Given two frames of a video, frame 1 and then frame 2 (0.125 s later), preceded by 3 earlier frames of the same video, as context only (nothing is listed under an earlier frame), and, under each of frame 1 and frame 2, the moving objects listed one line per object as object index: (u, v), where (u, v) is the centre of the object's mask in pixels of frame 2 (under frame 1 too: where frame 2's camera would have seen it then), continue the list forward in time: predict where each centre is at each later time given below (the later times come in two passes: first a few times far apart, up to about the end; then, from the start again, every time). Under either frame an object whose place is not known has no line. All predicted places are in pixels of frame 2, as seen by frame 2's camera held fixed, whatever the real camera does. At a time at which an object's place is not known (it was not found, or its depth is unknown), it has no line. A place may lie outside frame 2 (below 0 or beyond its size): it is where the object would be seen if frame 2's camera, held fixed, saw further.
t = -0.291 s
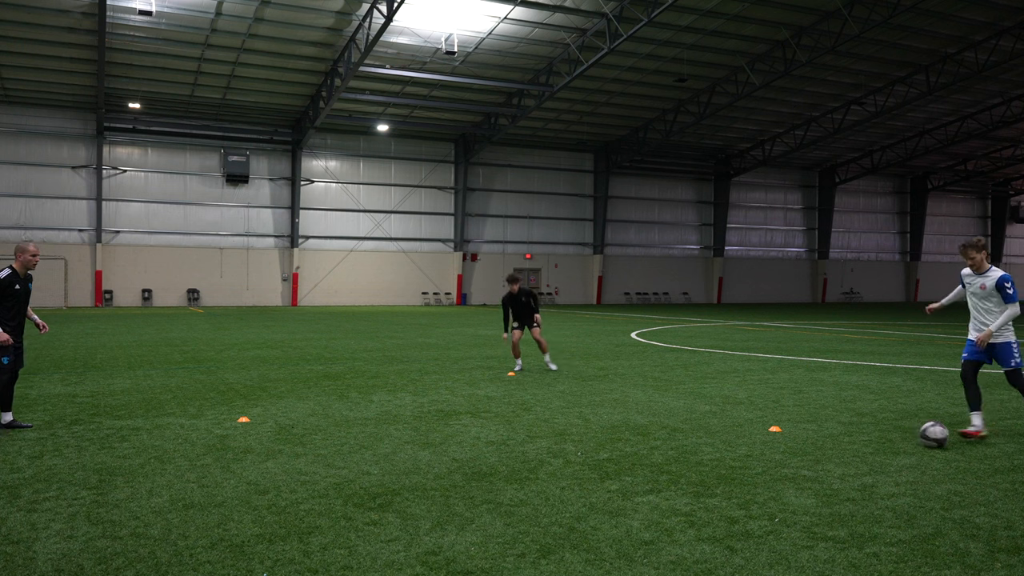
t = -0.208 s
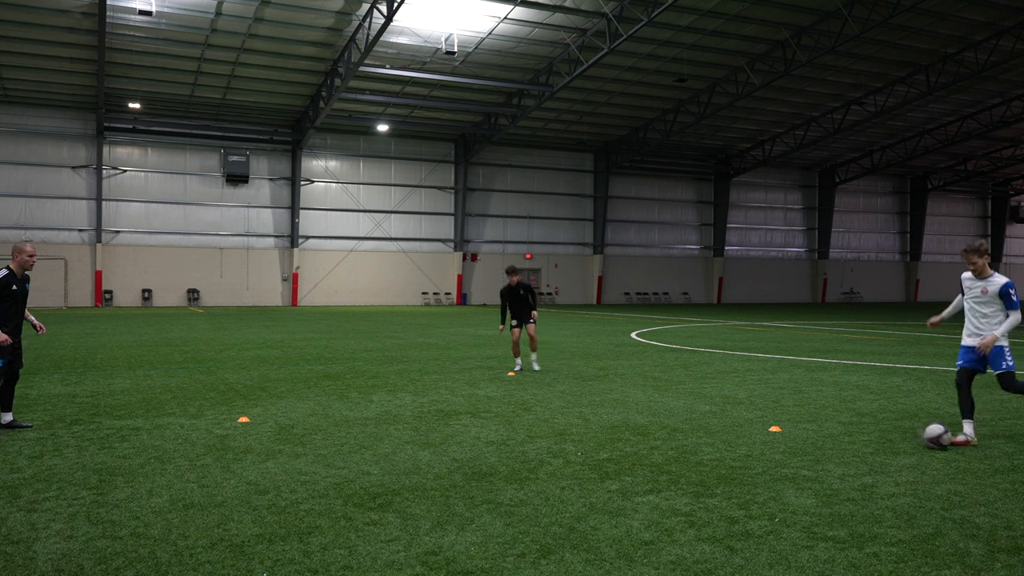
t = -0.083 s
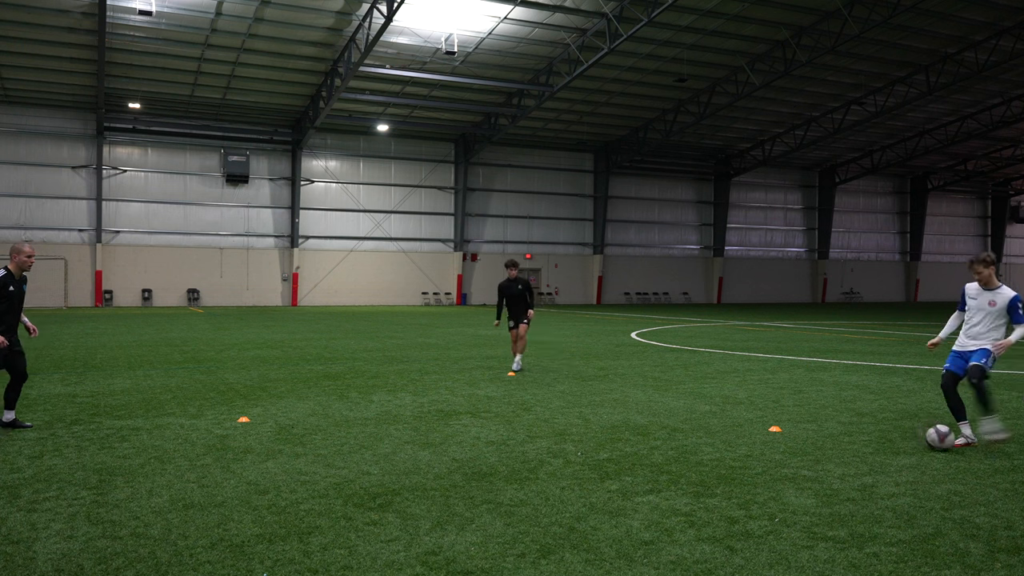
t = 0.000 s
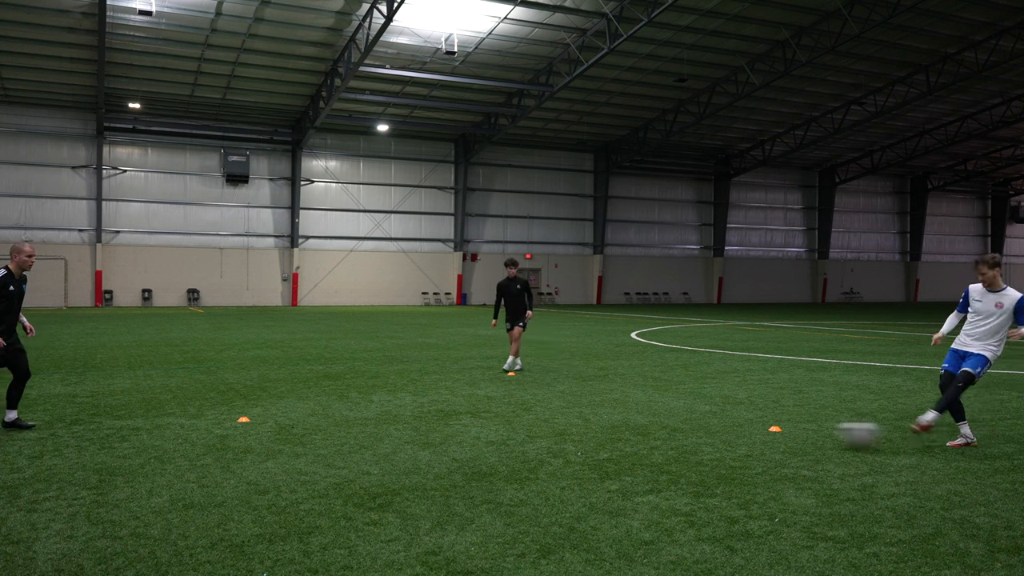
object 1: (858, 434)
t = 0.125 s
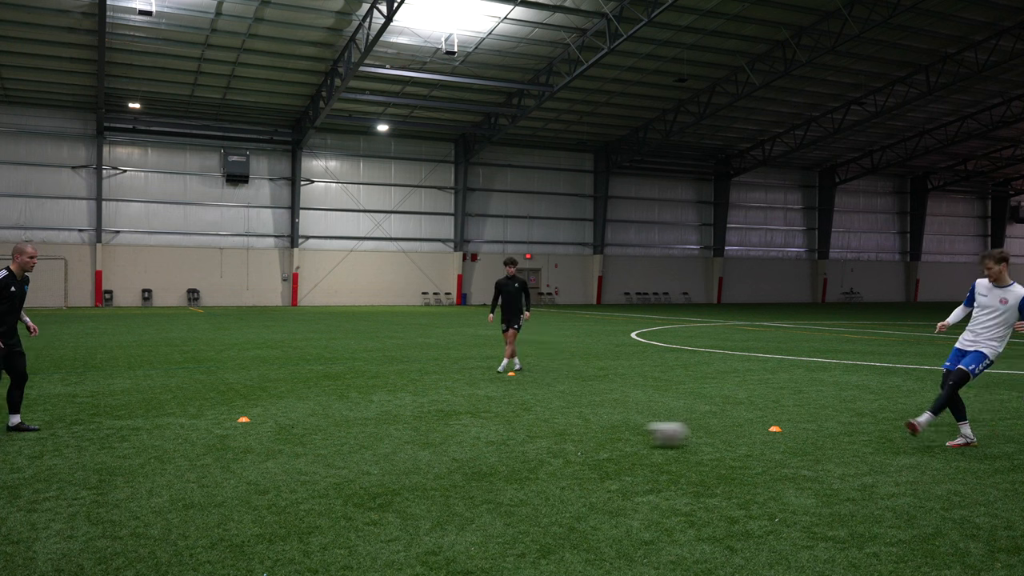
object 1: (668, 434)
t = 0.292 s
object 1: (448, 429)
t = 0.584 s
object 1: (144, 423)
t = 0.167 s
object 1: (609, 433)
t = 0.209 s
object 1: (554, 431)
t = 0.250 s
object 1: (501, 430)
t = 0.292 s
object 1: (448, 429)
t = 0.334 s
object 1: (400, 427)
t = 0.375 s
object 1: (353, 426)
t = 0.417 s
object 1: (308, 426)
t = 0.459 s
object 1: (265, 426)
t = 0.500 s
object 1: (222, 424)
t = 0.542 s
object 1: (183, 423)
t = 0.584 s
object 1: (144, 423)
